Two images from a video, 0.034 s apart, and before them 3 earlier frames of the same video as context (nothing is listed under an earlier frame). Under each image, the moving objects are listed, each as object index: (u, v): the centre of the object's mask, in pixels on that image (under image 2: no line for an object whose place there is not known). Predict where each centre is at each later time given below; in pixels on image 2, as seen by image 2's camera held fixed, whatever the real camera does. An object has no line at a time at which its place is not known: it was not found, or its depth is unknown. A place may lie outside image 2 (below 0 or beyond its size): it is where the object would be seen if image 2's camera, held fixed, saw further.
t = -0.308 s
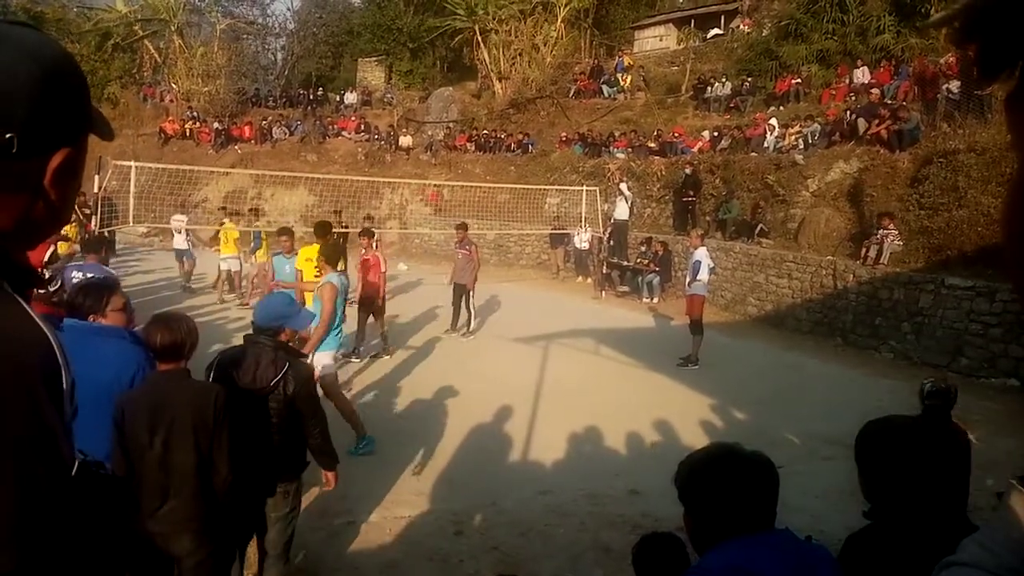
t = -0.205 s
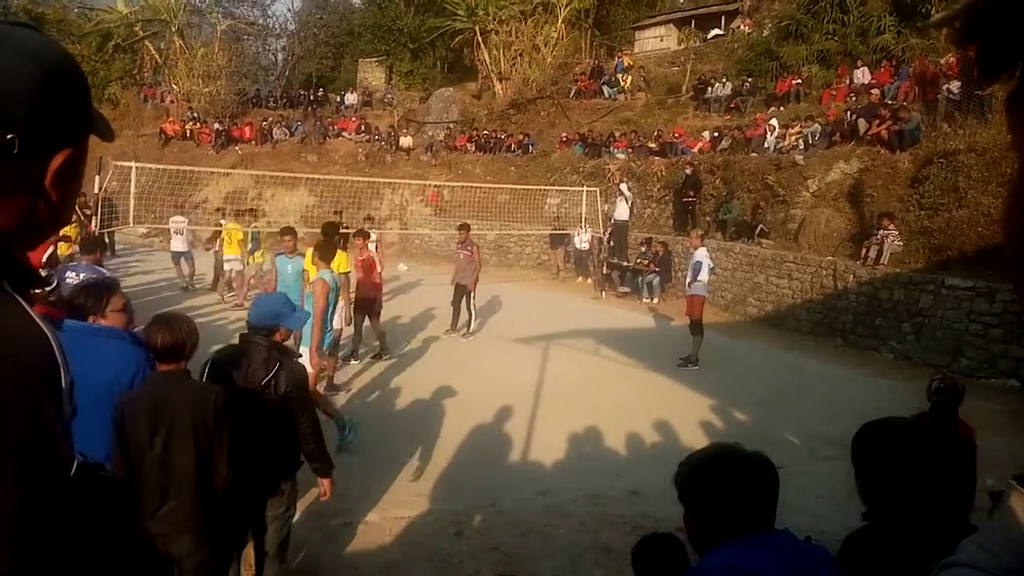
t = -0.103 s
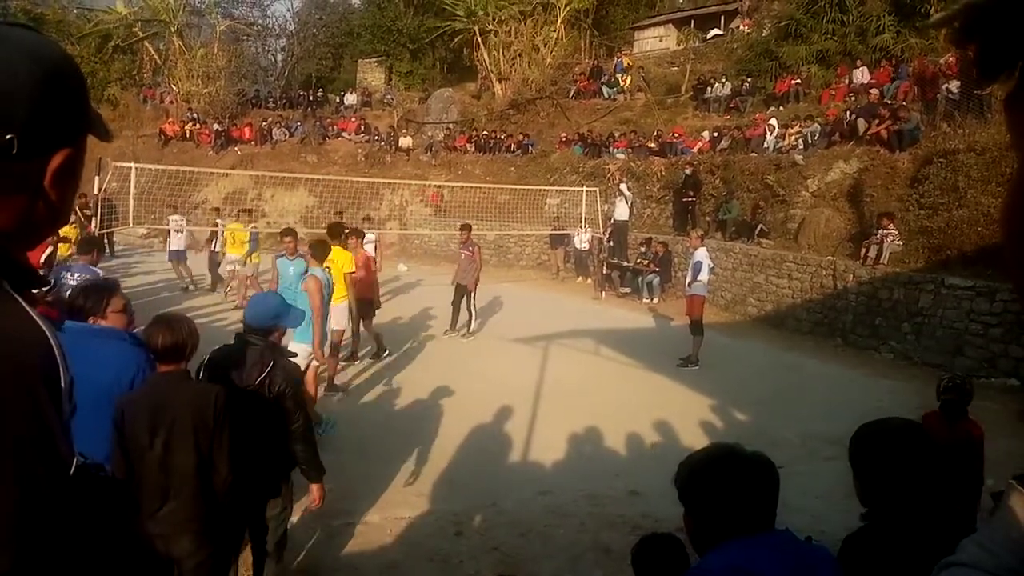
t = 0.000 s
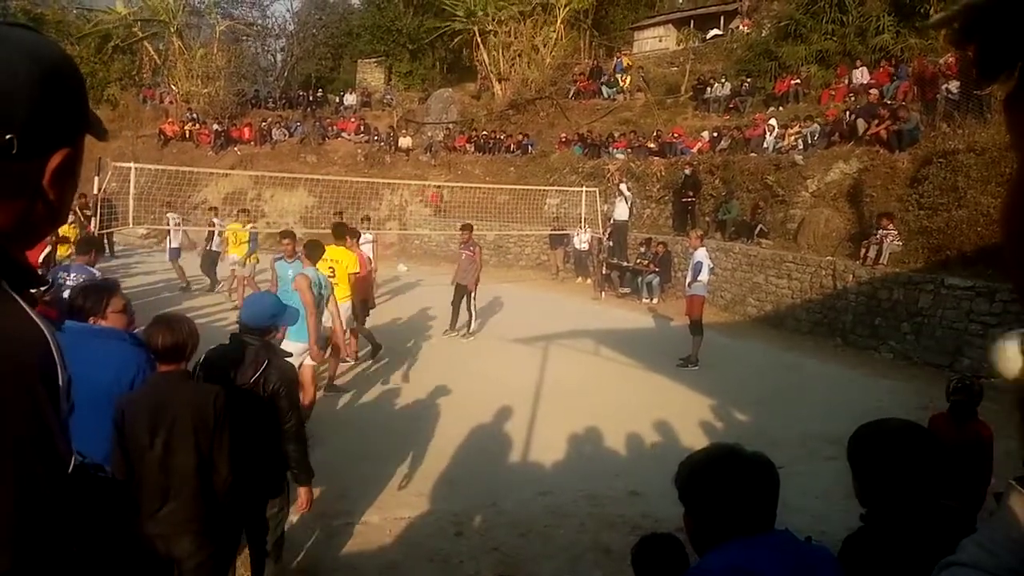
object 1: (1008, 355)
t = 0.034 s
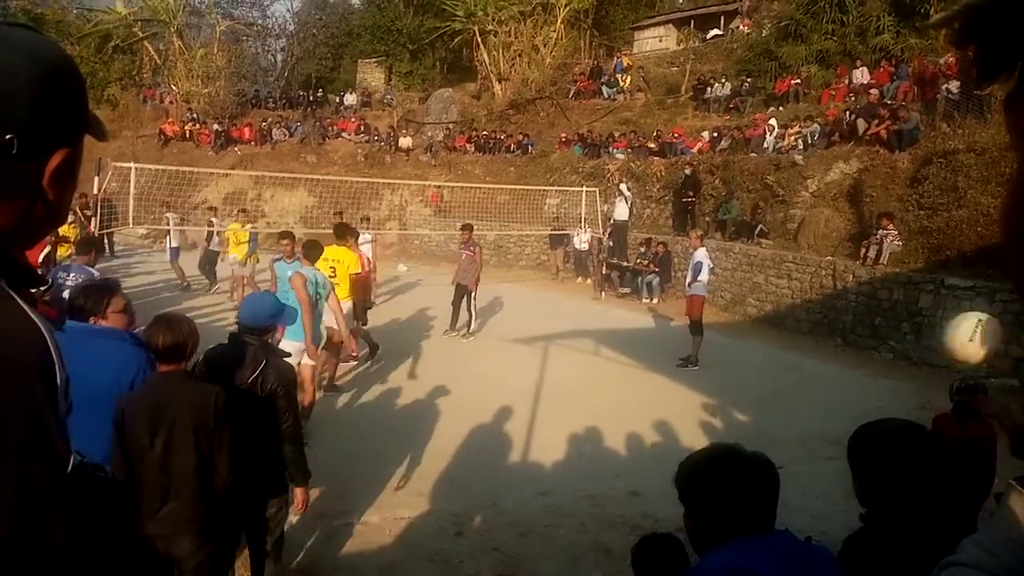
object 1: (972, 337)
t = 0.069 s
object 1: (927, 323)
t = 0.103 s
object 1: (888, 314)
